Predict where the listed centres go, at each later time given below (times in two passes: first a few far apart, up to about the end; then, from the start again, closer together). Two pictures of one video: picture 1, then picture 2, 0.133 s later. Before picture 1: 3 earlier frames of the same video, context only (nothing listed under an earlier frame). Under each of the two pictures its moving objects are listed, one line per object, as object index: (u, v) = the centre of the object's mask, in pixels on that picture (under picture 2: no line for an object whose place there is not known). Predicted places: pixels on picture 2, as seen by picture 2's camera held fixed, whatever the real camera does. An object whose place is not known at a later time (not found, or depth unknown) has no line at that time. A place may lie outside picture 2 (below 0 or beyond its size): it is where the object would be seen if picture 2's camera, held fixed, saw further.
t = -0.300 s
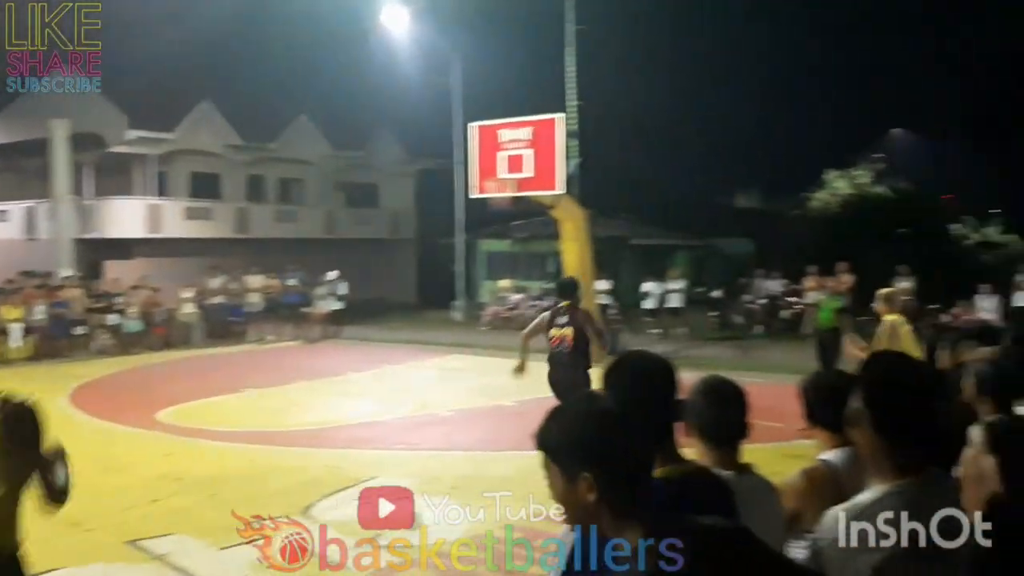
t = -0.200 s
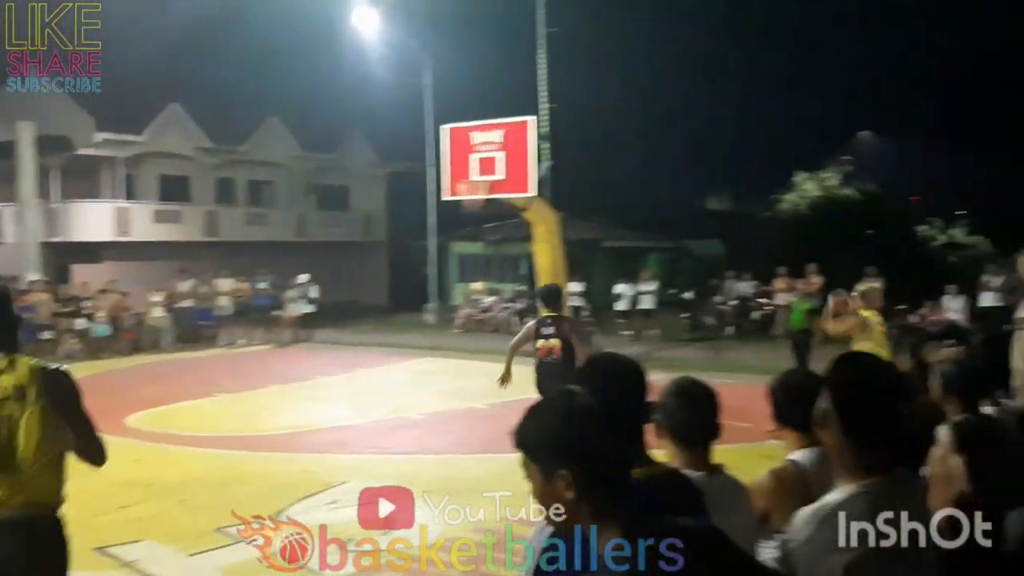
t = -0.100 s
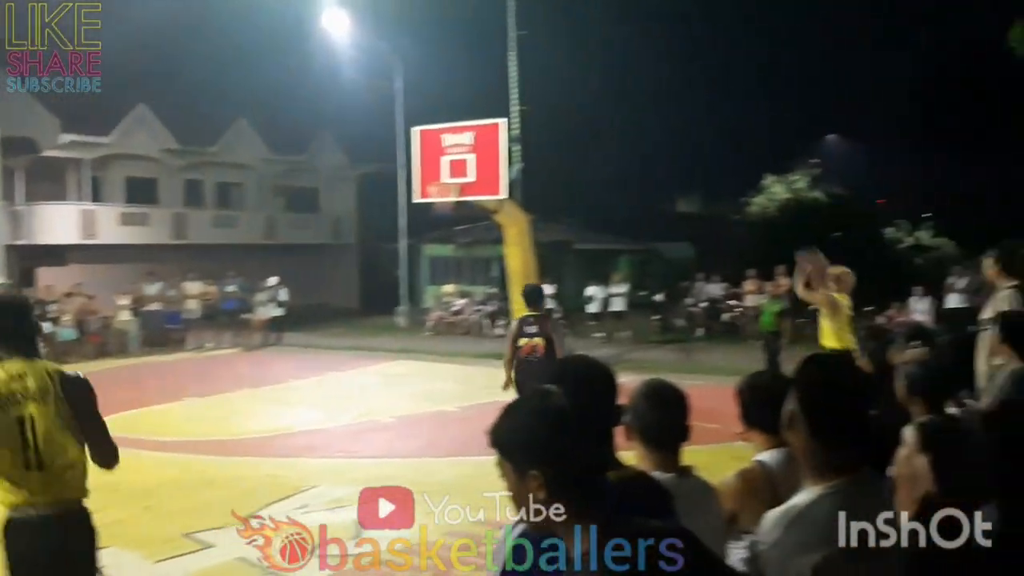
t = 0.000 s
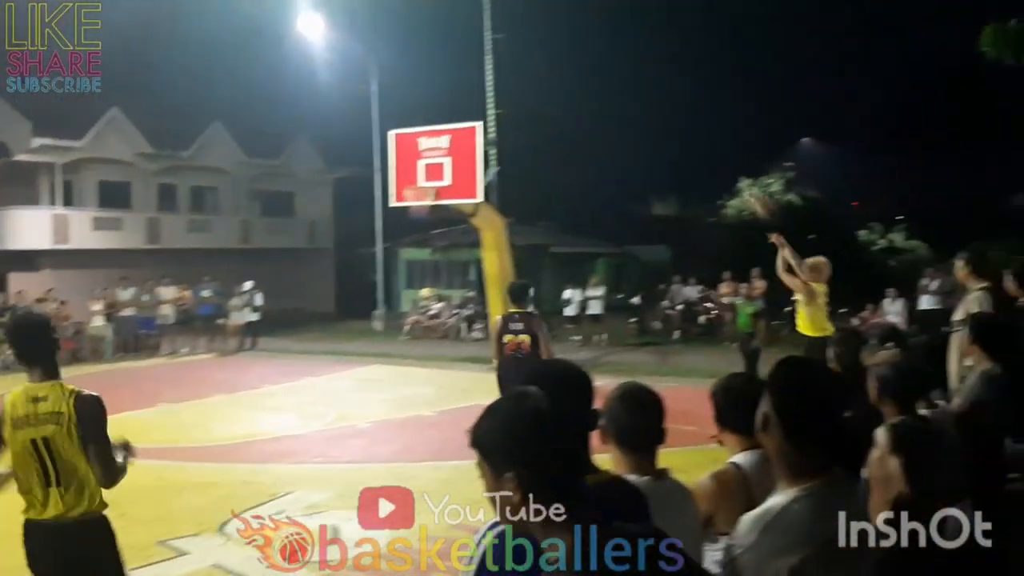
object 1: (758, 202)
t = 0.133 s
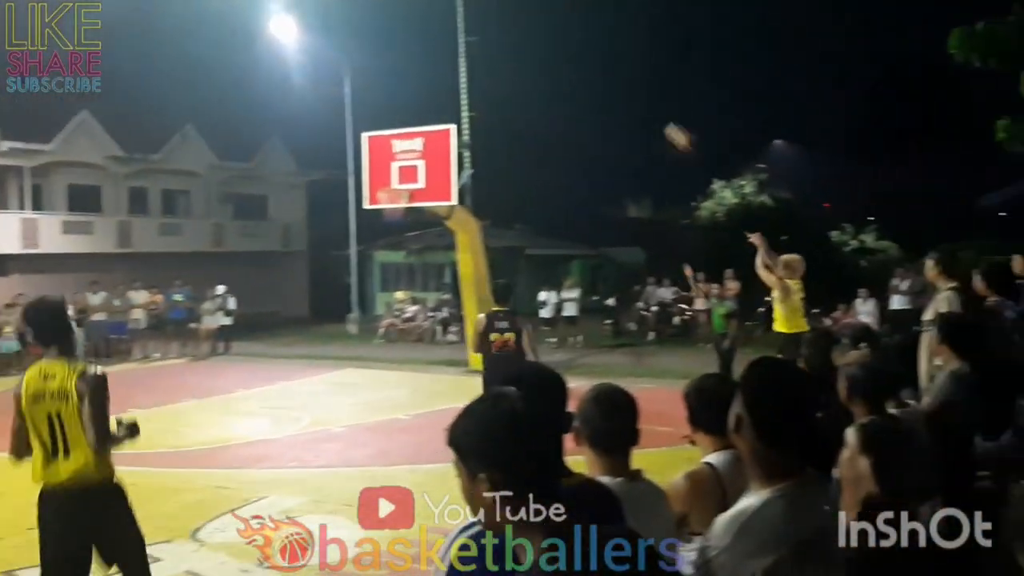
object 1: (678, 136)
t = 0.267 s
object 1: (634, 89)
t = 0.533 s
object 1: (555, 46)
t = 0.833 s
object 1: (482, 65)
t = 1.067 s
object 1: (435, 117)
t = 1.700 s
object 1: (466, 212)
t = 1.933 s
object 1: (507, 286)
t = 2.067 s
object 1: (531, 349)
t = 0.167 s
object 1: (666, 123)
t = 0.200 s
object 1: (656, 110)
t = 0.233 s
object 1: (645, 99)
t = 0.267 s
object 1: (634, 89)
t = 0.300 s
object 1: (622, 80)
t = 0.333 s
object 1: (611, 72)
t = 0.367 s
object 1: (600, 65)
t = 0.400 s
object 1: (591, 59)
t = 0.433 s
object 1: (582, 54)
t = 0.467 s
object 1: (574, 51)
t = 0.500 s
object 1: (564, 47)
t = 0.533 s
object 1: (555, 46)
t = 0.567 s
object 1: (545, 45)
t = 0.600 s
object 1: (536, 45)
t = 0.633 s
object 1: (527, 46)
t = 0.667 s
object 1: (520, 47)
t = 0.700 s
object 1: (512, 49)
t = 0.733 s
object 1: (505, 52)
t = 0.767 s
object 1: (497, 55)
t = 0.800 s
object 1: (490, 60)
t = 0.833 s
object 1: (482, 65)
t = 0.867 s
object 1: (474, 72)
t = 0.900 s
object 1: (468, 78)
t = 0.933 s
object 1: (460, 85)
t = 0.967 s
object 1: (454, 93)
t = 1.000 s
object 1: (448, 101)
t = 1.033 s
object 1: (442, 110)
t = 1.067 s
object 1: (435, 117)
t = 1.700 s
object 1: (466, 212)
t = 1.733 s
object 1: (472, 220)
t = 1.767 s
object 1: (480, 230)
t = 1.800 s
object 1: (482, 237)
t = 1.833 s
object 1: (489, 249)
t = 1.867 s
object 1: (495, 261)
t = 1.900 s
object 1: (500, 274)
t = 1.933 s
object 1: (507, 286)
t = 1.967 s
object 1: (517, 302)
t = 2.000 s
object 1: (521, 318)
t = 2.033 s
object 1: (525, 332)
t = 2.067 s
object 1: (531, 349)
